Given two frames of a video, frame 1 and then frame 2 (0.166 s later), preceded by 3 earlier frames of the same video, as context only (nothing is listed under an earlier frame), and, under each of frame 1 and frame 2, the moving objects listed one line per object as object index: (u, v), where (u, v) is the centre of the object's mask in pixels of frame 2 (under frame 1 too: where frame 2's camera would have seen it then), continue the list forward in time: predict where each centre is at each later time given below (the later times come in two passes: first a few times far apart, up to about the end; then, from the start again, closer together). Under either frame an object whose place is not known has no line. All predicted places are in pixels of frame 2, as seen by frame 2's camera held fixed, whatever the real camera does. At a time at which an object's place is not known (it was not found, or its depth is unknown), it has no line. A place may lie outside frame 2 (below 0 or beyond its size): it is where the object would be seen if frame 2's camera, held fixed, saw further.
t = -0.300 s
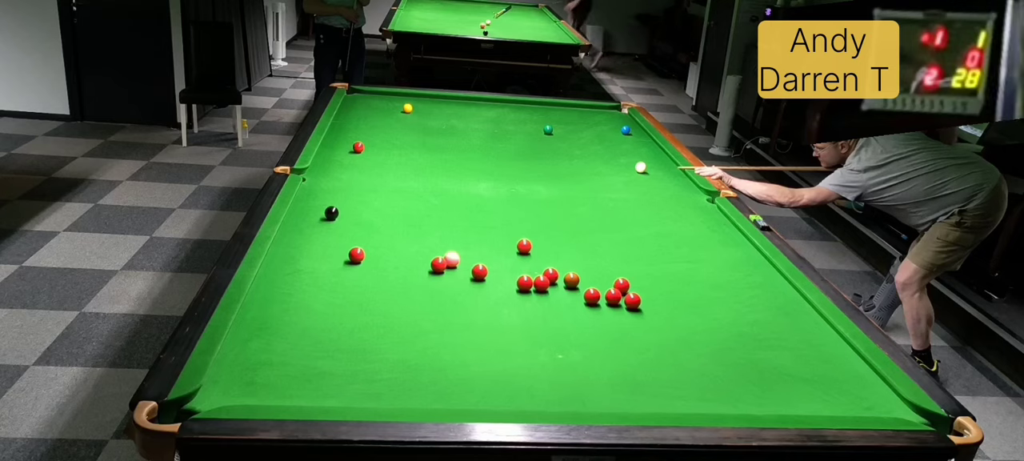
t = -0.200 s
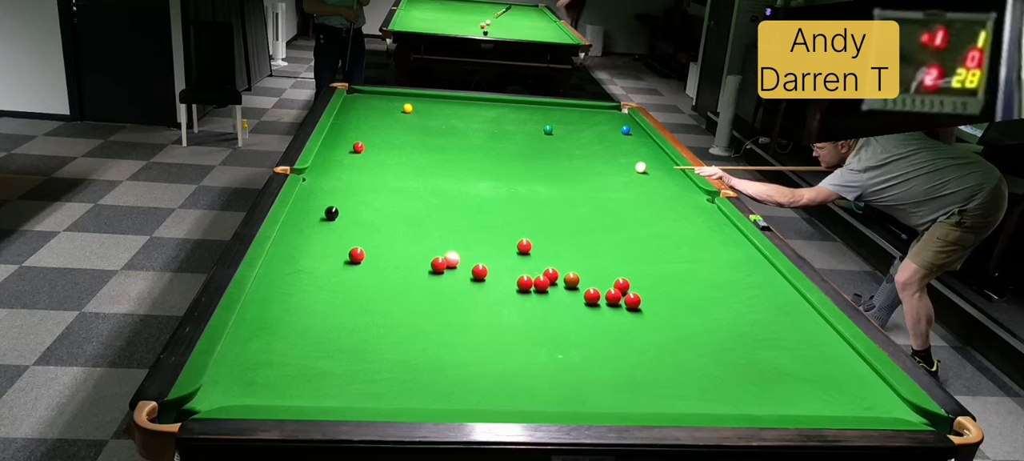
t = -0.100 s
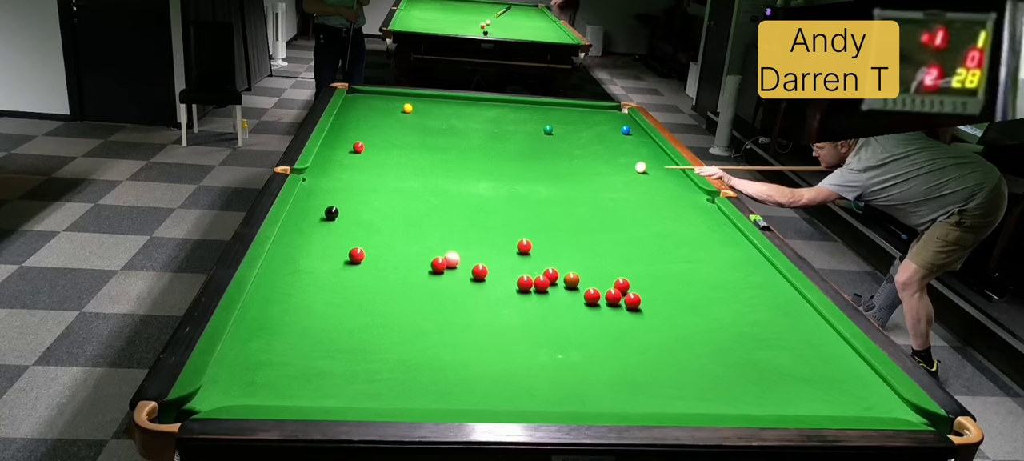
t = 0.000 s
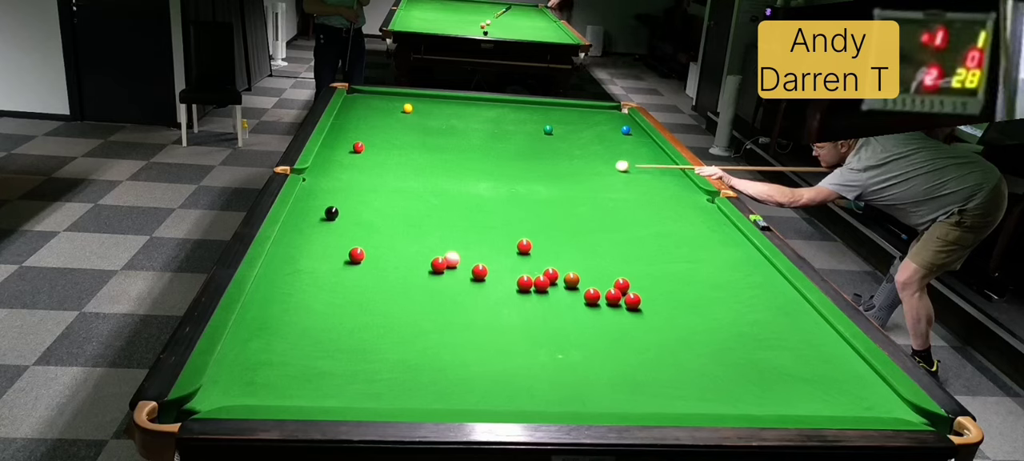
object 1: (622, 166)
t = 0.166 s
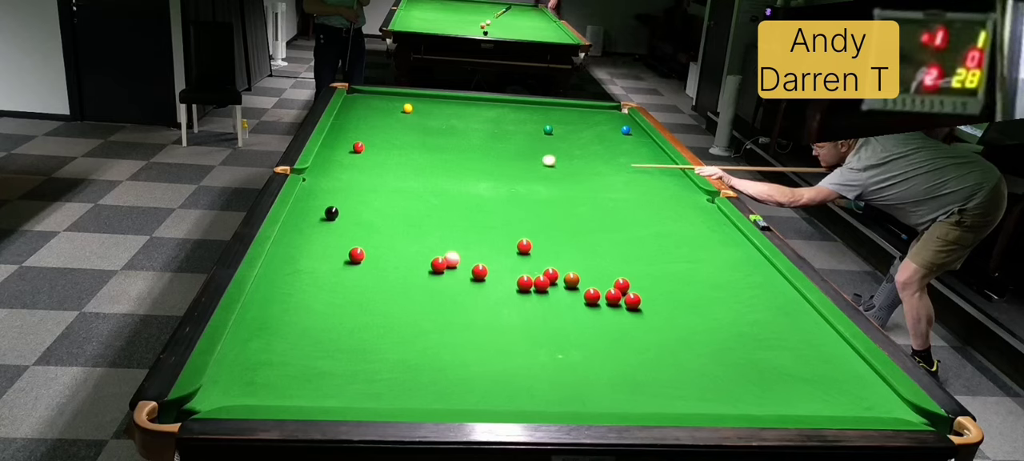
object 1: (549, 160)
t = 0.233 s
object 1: (521, 158)
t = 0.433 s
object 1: (437, 152)
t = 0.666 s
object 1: (367, 146)
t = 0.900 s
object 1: (347, 141)
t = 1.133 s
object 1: (334, 138)
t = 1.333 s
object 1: (348, 137)
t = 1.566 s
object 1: (362, 136)
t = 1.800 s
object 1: (376, 135)
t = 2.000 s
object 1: (386, 135)
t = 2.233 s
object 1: (397, 134)
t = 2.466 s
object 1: (407, 134)
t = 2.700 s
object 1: (417, 133)
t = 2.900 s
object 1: (424, 133)
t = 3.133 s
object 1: (431, 132)
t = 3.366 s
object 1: (438, 132)
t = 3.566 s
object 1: (443, 132)
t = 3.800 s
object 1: (448, 132)
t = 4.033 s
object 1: (452, 132)
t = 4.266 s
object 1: (455, 132)
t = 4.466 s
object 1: (458, 132)
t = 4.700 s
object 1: (460, 132)
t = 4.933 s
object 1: (461, 132)
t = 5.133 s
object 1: (461, 132)
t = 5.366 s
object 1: (461, 132)
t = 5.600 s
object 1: (461, 132)
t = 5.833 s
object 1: (461, 132)
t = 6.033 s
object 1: (461, 132)
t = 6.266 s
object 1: (461, 132)
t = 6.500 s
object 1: (461, 132)
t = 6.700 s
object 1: (461, 132)
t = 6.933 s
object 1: (461, 132)
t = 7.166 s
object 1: (461, 132)
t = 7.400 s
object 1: (461, 132)
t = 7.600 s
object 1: (461, 132)
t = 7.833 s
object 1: (461, 132)
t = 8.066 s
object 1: (461, 132)
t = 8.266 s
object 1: (461, 132)
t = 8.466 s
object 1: (461, 132)
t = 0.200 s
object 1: (535, 159)
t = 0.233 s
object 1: (521, 158)
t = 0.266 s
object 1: (507, 157)
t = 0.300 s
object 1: (493, 156)
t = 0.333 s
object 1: (479, 155)
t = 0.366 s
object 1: (464, 154)
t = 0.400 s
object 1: (450, 153)
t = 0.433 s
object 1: (437, 152)
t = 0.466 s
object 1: (422, 151)
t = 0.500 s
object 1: (408, 150)
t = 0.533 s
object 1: (394, 149)
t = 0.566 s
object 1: (380, 148)
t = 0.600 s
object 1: (369, 147)
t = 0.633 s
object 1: (368, 147)
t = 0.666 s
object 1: (367, 146)
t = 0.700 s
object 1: (365, 145)
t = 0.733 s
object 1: (363, 145)
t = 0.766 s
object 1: (361, 144)
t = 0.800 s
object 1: (357, 141)
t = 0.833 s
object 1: (354, 143)
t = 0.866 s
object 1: (351, 142)
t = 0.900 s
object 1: (347, 141)
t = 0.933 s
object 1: (343, 141)
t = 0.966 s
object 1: (339, 140)
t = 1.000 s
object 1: (336, 140)
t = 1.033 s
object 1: (333, 139)
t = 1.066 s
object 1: (329, 138)
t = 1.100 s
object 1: (332, 138)
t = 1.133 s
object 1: (334, 138)
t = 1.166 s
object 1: (337, 138)
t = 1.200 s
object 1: (339, 137)
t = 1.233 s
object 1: (341, 137)
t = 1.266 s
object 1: (343, 137)
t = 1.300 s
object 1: (346, 137)
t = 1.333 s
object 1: (348, 137)
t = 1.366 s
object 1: (350, 137)
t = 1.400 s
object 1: (352, 137)
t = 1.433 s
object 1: (354, 136)
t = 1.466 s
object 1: (356, 136)
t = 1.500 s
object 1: (358, 136)
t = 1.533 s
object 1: (360, 136)
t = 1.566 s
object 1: (362, 136)
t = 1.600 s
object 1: (364, 136)
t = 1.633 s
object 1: (366, 136)
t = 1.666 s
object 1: (368, 136)
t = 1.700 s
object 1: (370, 136)
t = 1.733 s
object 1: (372, 136)
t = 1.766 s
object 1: (374, 136)
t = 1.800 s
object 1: (376, 135)
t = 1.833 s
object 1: (377, 135)
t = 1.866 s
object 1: (379, 135)
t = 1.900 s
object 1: (381, 135)
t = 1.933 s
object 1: (383, 135)
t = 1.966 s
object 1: (385, 135)
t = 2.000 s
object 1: (386, 135)
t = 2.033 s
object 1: (388, 135)
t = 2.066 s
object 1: (389, 134)
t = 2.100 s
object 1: (391, 135)
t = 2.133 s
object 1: (392, 134)
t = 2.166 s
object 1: (394, 134)
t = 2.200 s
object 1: (396, 134)
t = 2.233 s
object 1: (397, 134)
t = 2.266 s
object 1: (399, 134)
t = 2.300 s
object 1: (400, 134)
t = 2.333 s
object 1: (402, 134)
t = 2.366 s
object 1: (403, 134)
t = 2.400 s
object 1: (405, 134)
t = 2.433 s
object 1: (406, 134)
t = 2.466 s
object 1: (407, 134)
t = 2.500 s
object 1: (409, 134)
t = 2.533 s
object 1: (410, 133)
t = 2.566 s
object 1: (411, 133)
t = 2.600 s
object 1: (413, 133)
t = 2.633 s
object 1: (414, 133)
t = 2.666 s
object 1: (415, 133)
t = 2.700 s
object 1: (417, 133)
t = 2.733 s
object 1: (418, 133)
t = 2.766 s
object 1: (419, 133)
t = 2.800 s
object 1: (420, 133)
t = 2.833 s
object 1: (422, 133)
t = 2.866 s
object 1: (423, 133)
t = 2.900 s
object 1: (424, 133)
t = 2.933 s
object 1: (425, 133)
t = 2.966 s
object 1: (426, 133)
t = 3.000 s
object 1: (427, 133)
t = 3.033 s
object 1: (428, 132)
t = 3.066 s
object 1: (429, 132)
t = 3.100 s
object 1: (430, 133)
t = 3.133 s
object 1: (431, 132)
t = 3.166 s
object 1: (432, 132)
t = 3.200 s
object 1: (433, 132)
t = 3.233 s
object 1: (434, 132)
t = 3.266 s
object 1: (435, 132)
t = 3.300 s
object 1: (436, 132)
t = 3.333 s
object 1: (437, 132)
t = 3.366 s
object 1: (438, 132)
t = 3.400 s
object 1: (439, 132)
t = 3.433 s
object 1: (440, 132)
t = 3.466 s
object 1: (441, 132)
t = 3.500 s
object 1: (441, 132)
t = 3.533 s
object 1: (442, 132)
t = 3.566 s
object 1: (443, 132)
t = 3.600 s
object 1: (444, 132)
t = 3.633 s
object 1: (445, 132)
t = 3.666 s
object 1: (445, 132)
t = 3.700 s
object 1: (446, 132)
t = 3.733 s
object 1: (447, 132)
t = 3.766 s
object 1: (447, 132)
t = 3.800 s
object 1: (448, 132)
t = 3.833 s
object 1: (449, 132)
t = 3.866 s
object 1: (449, 132)
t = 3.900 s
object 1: (450, 132)
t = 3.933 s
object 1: (451, 132)
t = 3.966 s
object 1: (451, 132)
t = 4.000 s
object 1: (452, 132)
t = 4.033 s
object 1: (452, 132)
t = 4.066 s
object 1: (453, 132)
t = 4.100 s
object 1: (453, 132)
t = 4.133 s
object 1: (454, 132)
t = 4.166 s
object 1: (454, 132)
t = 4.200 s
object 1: (455, 132)
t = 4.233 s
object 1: (455, 132)
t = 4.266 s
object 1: (455, 132)
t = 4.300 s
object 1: (456, 132)
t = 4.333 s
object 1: (456, 132)
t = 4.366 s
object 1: (457, 132)
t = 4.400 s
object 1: (457, 132)
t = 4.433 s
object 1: (458, 132)
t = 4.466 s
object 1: (458, 132)
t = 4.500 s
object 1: (458, 132)
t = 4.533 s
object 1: (458, 132)
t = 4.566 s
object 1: (459, 132)
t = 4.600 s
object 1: (459, 132)
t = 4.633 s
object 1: (459, 132)
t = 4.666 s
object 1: (459, 132)
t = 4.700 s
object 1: (460, 132)
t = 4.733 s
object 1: (460, 132)
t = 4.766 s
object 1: (460, 132)
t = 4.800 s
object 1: (460, 132)
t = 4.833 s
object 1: (460, 132)
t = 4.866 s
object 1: (461, 132)
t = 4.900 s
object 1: (461, 132)
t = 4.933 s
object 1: (461, 132)
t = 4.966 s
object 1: (461, 132)
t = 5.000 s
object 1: (461, 132)
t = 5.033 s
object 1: (461, 132)
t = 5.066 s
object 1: (461, 132)
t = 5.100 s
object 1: (461, 132)
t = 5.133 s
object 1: (461, 132)
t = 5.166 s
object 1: (461, 132)
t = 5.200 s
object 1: (461, 132)
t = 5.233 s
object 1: (461, 132)
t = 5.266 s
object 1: (461, 132)
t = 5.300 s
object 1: (461, 132)
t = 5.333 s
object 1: (461, 132)
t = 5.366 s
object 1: (461, 132)
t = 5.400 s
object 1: (461, 132)
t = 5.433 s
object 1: (461, 132)
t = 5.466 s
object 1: (461, 132)
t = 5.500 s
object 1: (461, 132)
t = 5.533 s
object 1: (461, 132)
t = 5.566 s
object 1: (461, 132)
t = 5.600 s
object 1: (461, 132)
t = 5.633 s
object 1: (461, 132)
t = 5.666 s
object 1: (461, 132)
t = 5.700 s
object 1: (461, 132)
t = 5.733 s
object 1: (461, 132)
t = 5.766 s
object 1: (461, 132)
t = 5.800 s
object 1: (461, 132)
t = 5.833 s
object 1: (461, 132)
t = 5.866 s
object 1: (461, 132)
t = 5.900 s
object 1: (461, 132)
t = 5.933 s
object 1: (461, 132)
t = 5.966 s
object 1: (461, 132)
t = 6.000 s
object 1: (461, 132)
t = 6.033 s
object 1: (461, 132)
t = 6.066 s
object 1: (461, 132)
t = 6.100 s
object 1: (461, 132)
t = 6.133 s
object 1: (461, 132)
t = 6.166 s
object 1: (461, 132)
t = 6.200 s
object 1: (461, 132)
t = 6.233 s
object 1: (461, 132)
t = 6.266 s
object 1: (461, 132)
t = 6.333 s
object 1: (461, 132)
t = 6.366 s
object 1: (461, 132)
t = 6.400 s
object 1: (461, 132)
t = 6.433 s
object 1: (461, 132)
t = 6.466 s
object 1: (461, 132)
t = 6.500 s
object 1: (461, 132)
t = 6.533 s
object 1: (461, 132)
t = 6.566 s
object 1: (461, 132)
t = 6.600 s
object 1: (461, 132)
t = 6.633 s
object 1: (461, 132)
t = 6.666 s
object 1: (461, 132)
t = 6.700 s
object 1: (461, 132)
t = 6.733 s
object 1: (461, 132)
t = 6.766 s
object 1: (461, 132)
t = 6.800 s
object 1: (461, 132)
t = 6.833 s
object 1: (461, 132)
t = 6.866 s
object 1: (461, 132)
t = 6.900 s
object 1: (461, 132)
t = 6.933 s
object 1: (461, 132)
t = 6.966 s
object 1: (461, 132)
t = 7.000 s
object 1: (461, 132)
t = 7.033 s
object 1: (461, 132)
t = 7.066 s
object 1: (461, 132)
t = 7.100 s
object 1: (461, 132)
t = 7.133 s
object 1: (461, 132)
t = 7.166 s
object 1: (461, 132)
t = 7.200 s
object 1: (461, 132)
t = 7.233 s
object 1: (461, 132)
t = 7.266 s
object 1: (461, 132)
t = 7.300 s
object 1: (461, 132)
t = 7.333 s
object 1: (461, 132)
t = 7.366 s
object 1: (461, 132)
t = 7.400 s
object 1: (461, 132)
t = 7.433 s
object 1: (461, 132)
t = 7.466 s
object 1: (461, 132)
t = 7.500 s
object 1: (461, 132)
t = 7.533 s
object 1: (461, 132)
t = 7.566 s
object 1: (461, 132)
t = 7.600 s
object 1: (461, 132)
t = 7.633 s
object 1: (461, 132)
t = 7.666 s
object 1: (461, 132)
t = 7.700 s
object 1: (461, 132)
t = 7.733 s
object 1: (461, 132)
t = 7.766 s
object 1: (461, 132)
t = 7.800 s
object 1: (461, 132)
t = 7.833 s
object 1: (461, 132)
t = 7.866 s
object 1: (461, 132)
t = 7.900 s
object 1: (461, 132)
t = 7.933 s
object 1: (461, 132)
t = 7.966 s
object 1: (461, 132)
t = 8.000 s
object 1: (461, 132)
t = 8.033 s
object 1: (461, 132)
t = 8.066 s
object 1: (461, 132)
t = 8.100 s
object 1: (461, 132)
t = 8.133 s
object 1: (461, 132)
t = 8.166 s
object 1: (461, 132)
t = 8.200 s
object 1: (461, 132)
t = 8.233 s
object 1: (461, 132)
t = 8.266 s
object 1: (461, 132)
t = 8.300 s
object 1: (461, 132)
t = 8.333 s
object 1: (461, 132)
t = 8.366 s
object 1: (461, 132)
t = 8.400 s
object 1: (461, 132)
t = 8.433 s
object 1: (461, 132)
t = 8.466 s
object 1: (461, 132)
